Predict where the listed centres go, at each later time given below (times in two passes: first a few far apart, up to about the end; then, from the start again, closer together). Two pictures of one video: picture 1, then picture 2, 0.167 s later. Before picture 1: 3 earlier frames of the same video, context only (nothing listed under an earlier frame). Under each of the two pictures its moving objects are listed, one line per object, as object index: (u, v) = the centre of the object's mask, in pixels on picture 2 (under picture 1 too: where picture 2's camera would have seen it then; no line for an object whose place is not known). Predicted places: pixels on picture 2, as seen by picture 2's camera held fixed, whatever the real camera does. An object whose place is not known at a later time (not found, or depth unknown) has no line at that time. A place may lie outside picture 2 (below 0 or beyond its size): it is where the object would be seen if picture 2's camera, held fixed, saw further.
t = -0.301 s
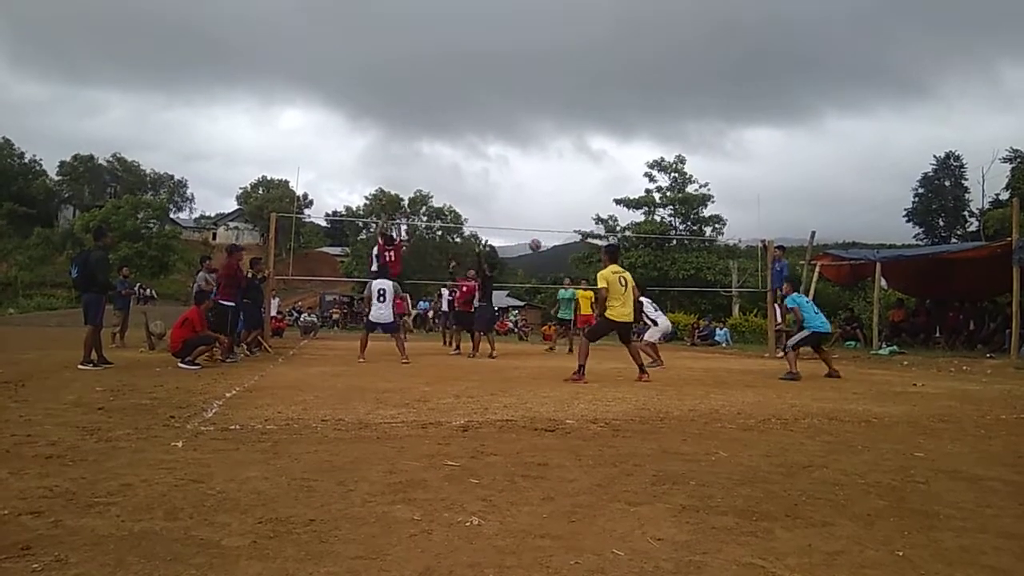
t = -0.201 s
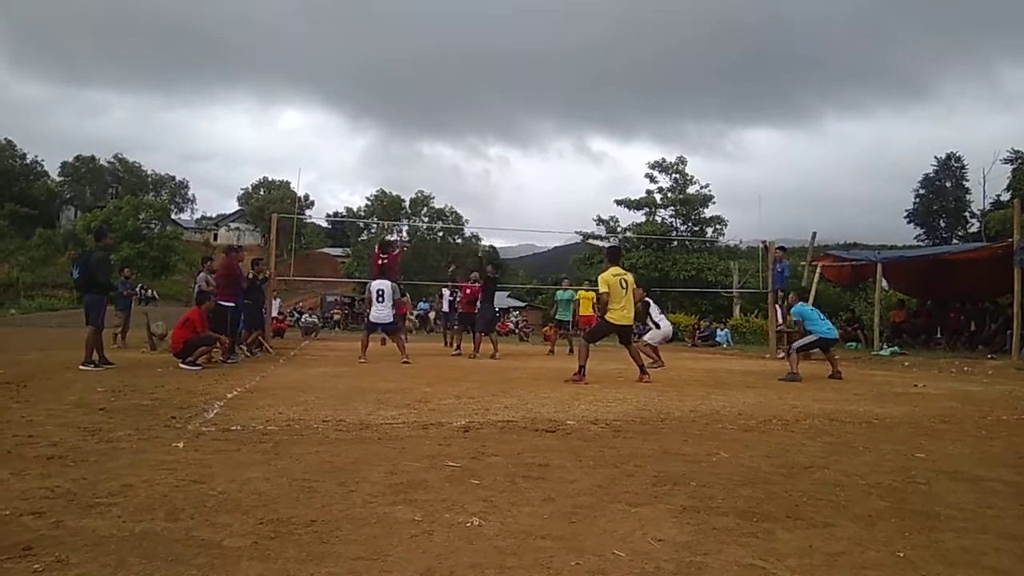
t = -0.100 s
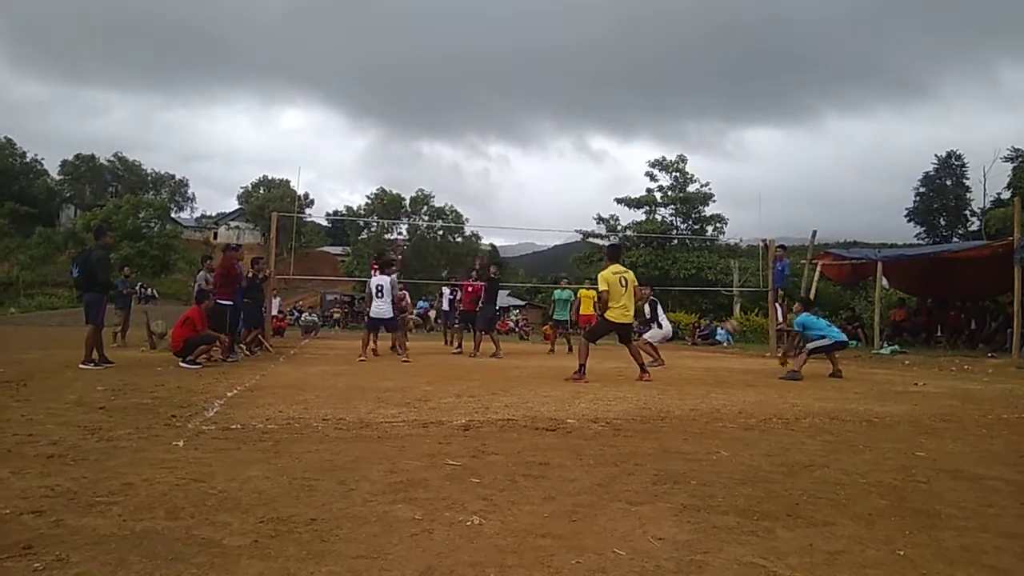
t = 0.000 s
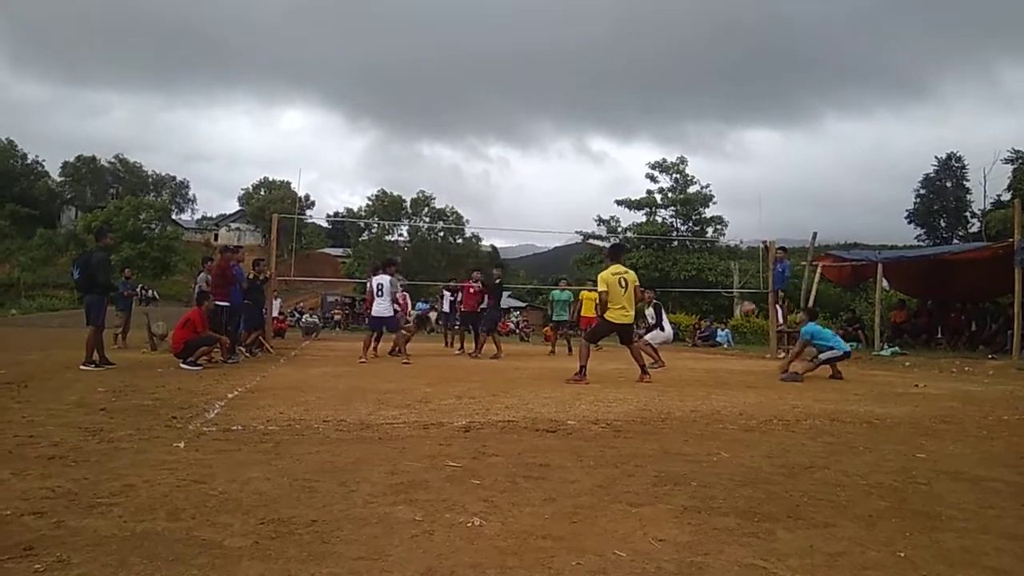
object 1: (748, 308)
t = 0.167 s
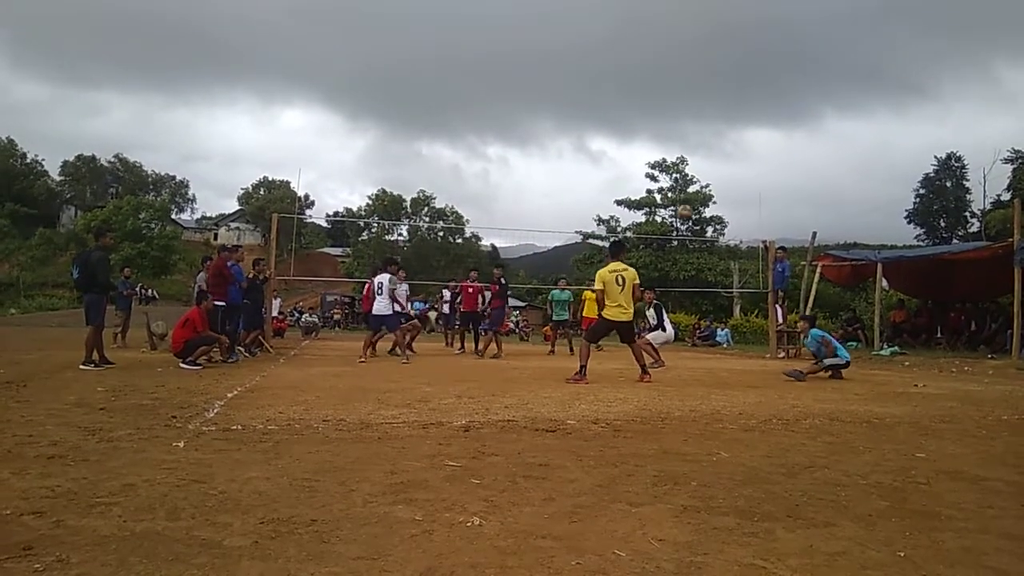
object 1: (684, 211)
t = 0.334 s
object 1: (623, 133)
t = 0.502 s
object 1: (560, 72)
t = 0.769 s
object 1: (453, 9)
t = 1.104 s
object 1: (295, 6)
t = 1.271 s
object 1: (203, 40)
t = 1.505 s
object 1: (54, 144)
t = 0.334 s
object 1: (623, 133)
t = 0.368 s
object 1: (610, 120)
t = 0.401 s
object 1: (598, 106)
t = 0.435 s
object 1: (585, 93)
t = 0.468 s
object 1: (573, 82)
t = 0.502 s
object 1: (560, 72)
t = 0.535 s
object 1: (547, 60)
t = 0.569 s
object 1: (535, 50)
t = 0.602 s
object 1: (522, 41)
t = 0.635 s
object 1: (508, 33)
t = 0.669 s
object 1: (494, 25)
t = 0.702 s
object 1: (481, 18)
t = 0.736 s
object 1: (466, 11)
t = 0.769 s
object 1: (453, 9)
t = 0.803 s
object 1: (438, 7)
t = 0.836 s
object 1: (424, 5)
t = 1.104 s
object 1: (295, 6)
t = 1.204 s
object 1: (241, 22)
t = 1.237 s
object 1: (222, 31)
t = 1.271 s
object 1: (203, 40)
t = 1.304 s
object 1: (183, 51)
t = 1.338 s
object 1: (163, 63)
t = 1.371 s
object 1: (143, 77)
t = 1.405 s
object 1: (121, 91)
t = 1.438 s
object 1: (99, 107)
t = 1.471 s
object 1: (77, 125)
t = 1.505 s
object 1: (54, 144)
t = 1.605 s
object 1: (-13, 209)
